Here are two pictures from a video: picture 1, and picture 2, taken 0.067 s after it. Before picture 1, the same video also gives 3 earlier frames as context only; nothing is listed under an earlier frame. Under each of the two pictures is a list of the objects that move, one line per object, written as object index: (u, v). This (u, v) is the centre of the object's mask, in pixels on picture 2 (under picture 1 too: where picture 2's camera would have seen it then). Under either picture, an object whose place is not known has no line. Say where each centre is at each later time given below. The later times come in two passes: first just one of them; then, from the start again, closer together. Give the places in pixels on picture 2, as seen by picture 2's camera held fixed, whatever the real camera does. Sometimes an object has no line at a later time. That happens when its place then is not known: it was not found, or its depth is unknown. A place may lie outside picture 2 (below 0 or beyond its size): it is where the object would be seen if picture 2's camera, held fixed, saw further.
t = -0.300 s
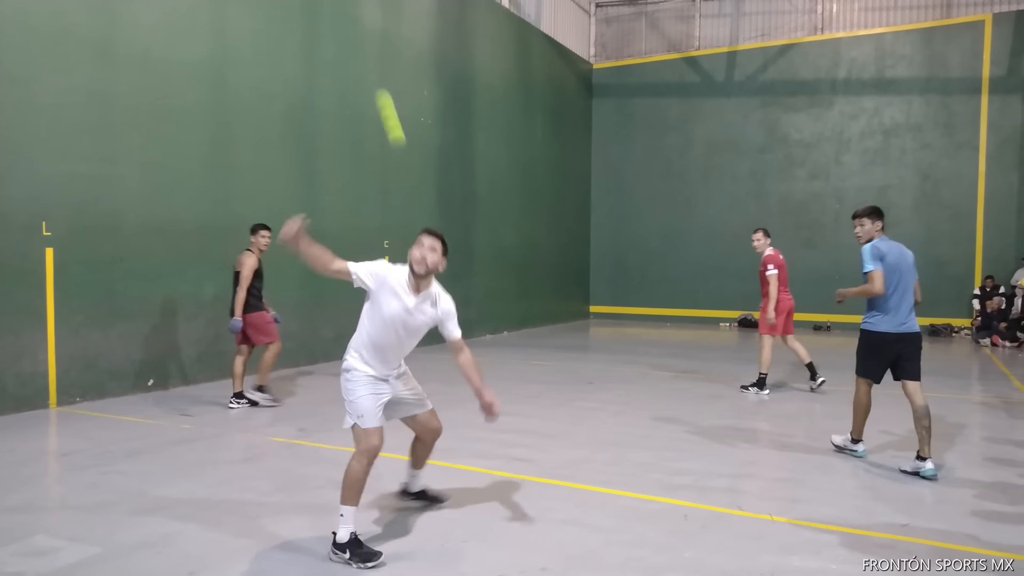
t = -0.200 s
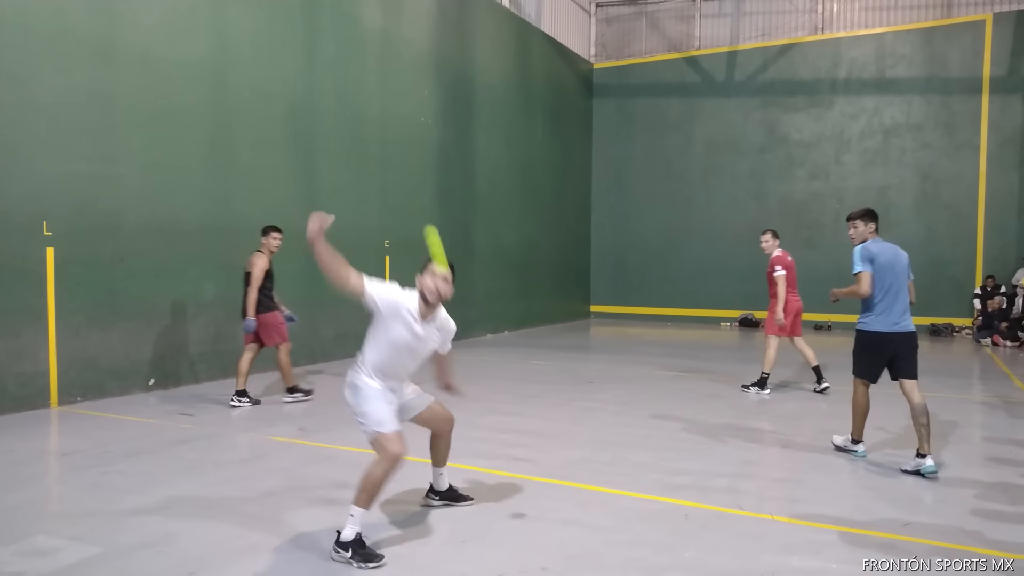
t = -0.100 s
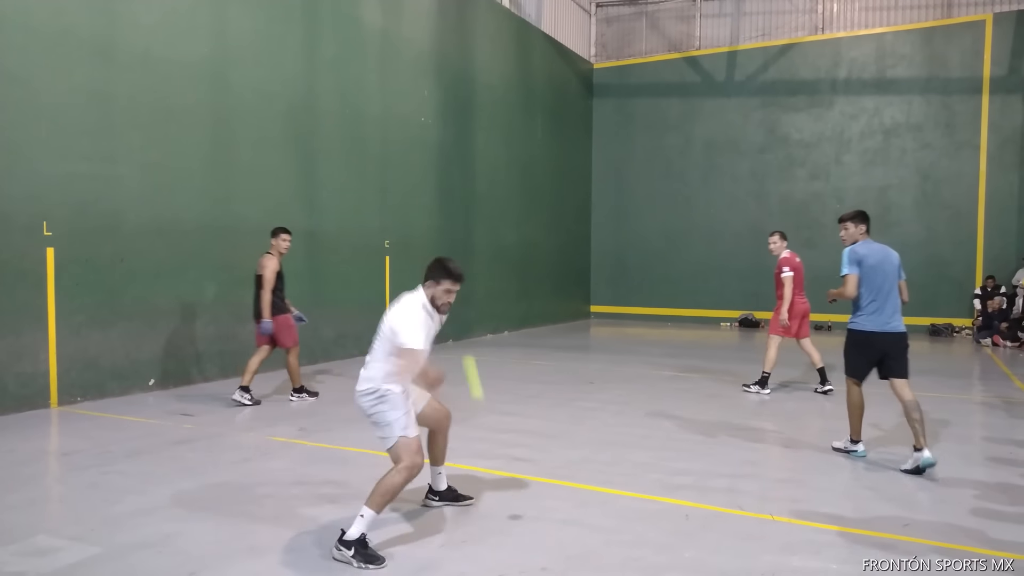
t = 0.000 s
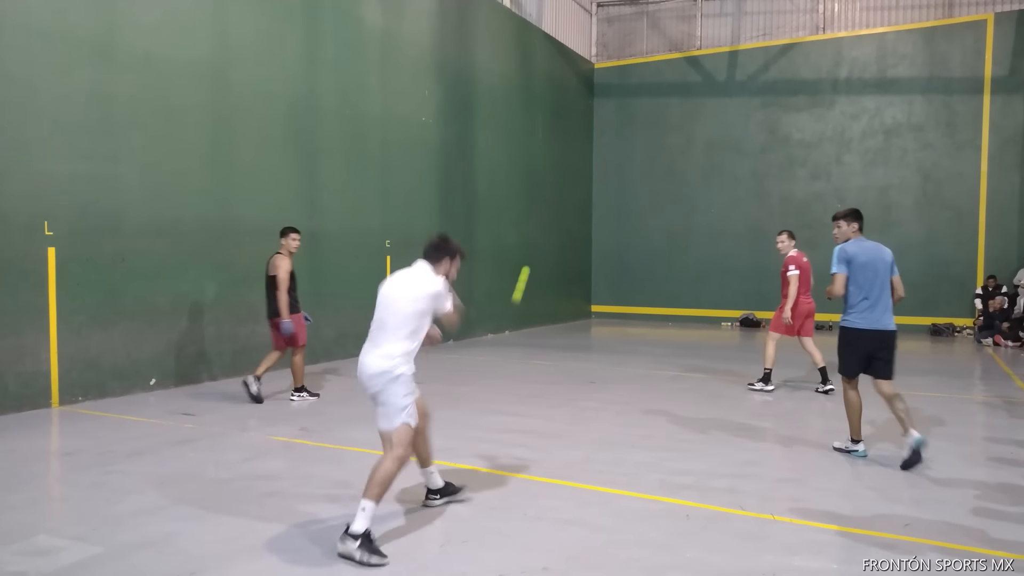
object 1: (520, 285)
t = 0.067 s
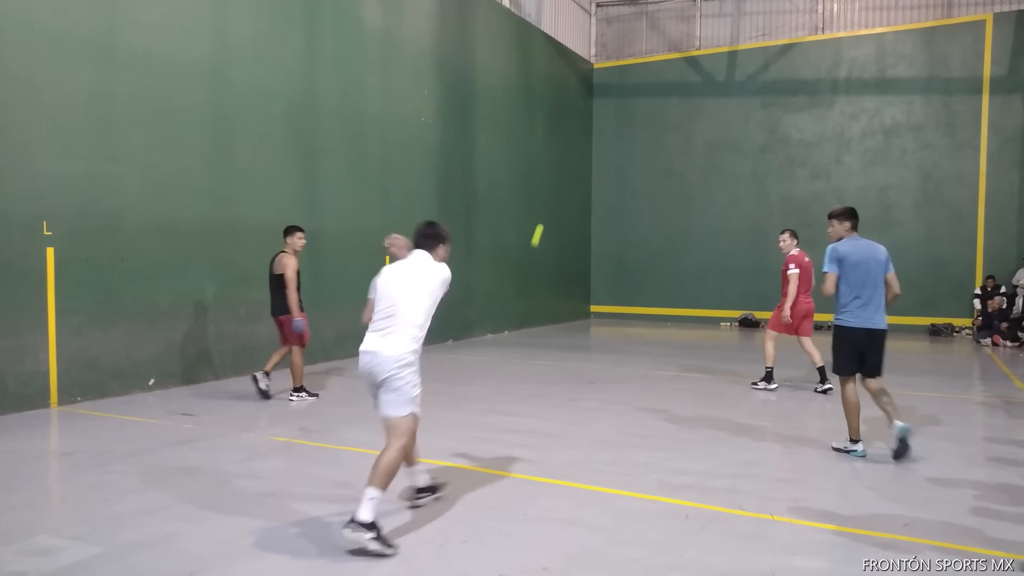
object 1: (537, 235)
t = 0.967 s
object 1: (650, 199)
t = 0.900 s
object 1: (640, 193)
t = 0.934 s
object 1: (645, 196)
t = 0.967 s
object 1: (650, 199)
